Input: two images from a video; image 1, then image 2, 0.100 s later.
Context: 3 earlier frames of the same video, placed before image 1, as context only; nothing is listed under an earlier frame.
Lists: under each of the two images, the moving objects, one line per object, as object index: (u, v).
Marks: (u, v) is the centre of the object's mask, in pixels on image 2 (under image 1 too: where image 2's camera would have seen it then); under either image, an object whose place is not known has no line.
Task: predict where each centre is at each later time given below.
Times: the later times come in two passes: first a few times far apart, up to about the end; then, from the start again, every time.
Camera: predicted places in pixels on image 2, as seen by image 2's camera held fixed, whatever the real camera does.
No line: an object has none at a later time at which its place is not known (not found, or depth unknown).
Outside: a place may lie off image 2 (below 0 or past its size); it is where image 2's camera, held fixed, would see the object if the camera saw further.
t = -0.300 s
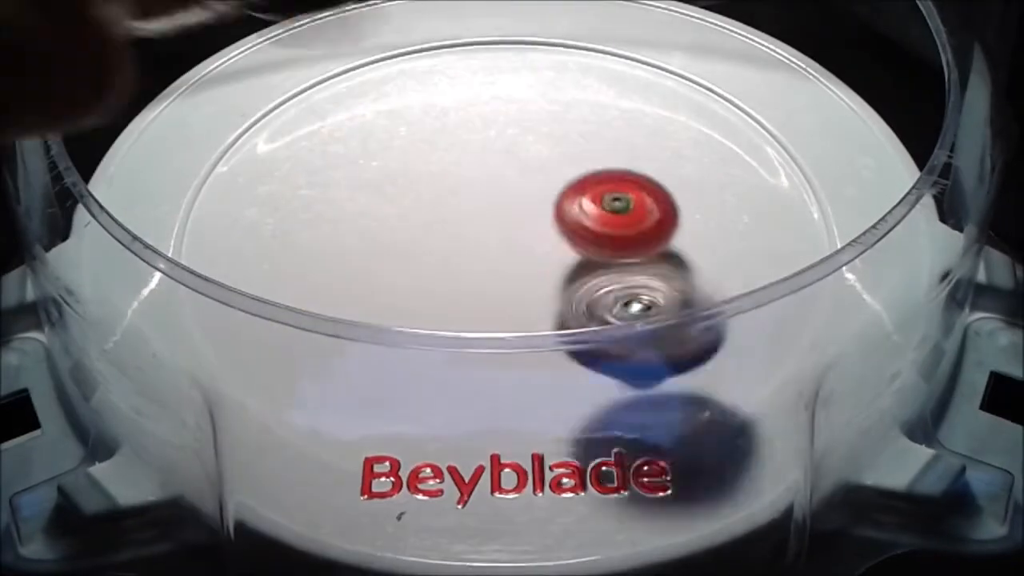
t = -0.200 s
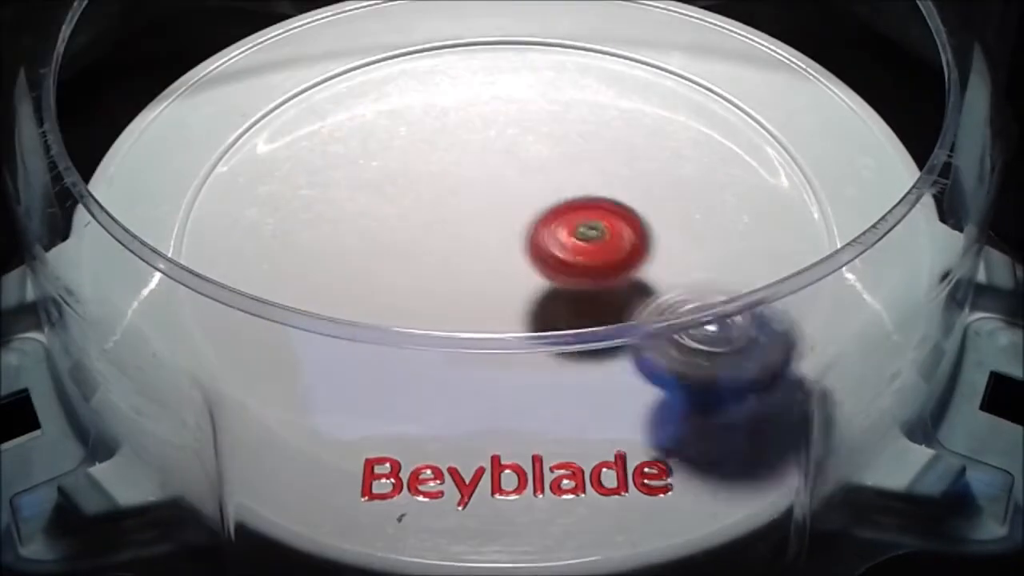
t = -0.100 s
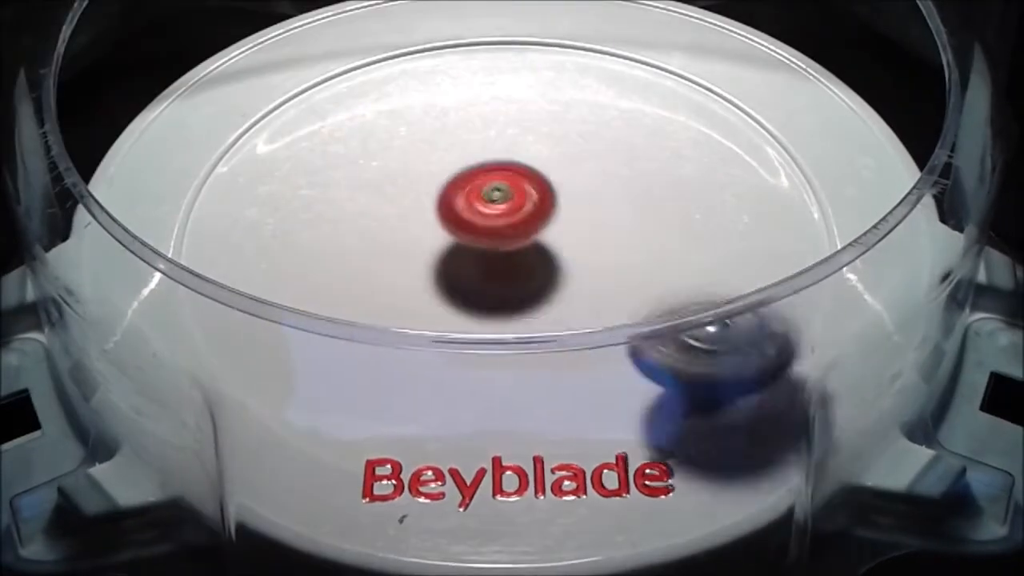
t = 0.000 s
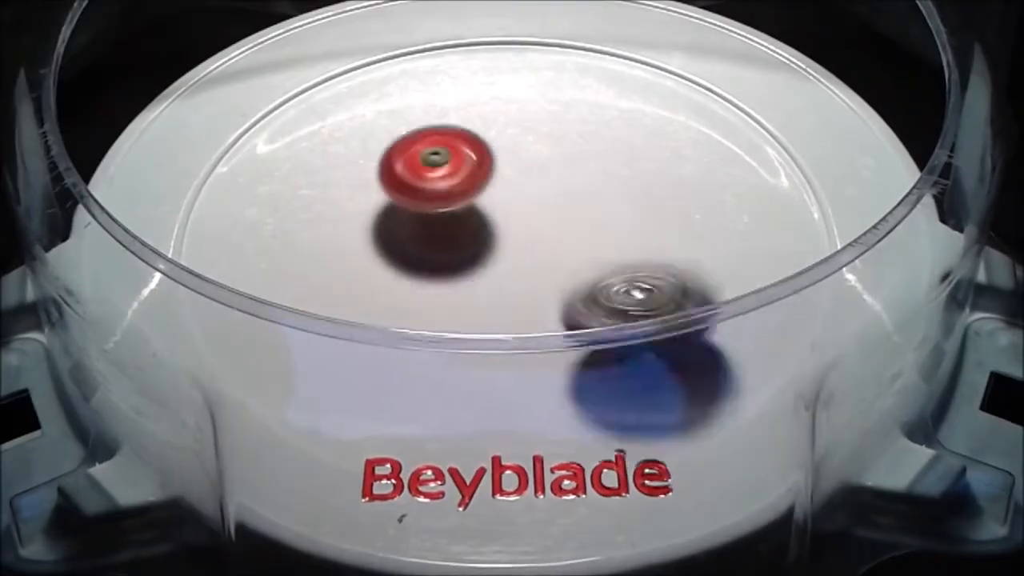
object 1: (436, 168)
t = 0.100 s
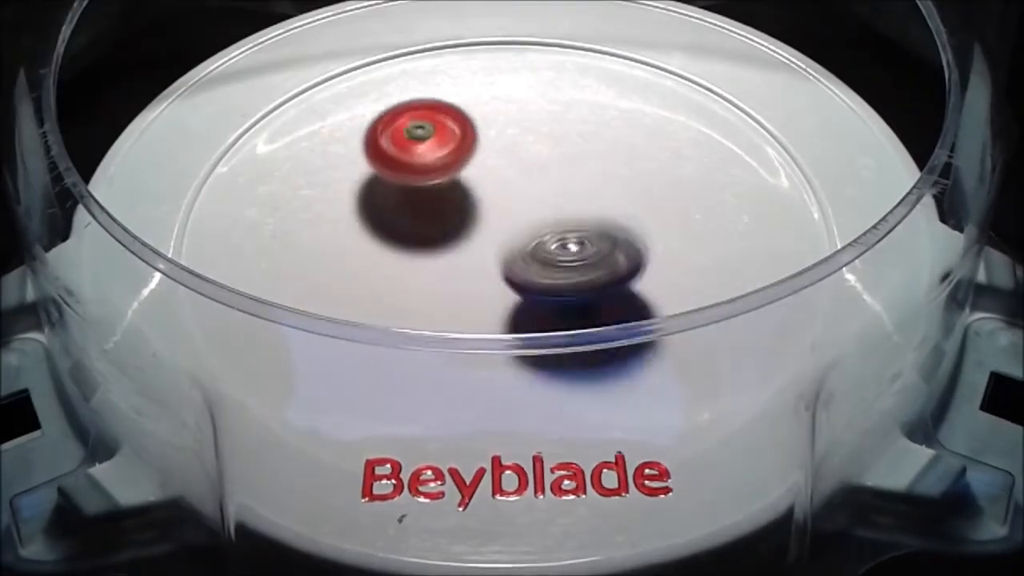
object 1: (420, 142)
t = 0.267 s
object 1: (416, 99)
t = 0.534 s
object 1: (411, 64)
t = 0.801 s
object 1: (470, 152)
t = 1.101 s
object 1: (379, 244)
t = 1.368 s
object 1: (340, 259)
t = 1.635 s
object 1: (378, 268)
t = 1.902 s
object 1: (441, 300)
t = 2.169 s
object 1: (506, 293)
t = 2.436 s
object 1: (572, 305)
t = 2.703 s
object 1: (570, 323)
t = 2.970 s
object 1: (558, 204)
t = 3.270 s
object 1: (616, 169)
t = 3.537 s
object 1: (537, 165)
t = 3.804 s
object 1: (541, 151)
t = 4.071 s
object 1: (499, 181)
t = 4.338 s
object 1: (497, 184)
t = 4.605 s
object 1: (527, 71)
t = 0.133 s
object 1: (424, 137)
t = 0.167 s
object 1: (432, 133)
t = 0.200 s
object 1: (443, 130)
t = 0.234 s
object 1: (437, 114)
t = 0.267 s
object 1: (416, 99)
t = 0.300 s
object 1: (402, 86)
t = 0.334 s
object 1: (396, 69)
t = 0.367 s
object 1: (393, 66)
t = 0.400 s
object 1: (394, 56)
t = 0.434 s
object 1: (397, 56)
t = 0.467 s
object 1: (401, 54)
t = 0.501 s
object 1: (406, 59)
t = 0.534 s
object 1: (411, 64)
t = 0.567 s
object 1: (418, 71)
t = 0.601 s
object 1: (425, 80)
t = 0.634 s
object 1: (433, 92)
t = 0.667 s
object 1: (442, 103)
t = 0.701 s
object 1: (451, 115)
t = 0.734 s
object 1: (458, 128)
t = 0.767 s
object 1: (465, 140)
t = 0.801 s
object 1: (470, 152)
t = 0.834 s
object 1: (475, 165)
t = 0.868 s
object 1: (478, 177)
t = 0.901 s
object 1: (479, 188)
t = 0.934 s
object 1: (479, 198)
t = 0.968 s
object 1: (478, 207)
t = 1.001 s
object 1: (448, 223)
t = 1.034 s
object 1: (421, 228)
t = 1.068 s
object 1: (397, 241)
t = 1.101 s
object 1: (379, 244)
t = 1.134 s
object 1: (364, 251)
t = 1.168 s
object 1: (353, 253)
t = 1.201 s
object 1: (345, 255)
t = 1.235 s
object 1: (338, 257)
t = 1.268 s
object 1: (337, 258)
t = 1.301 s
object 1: (337, 259)
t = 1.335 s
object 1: (338, 259)
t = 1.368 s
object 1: (340, 259)
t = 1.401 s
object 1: (343, 260)
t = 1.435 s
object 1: (347, 261)
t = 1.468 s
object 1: (351, 261)
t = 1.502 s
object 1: (356, 263)
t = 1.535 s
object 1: (361, 264)
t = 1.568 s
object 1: (366, 265)
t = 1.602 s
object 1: (372, 267)
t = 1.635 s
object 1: (378, 268)
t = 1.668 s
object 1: (385, 270)
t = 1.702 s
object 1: (393, 271)
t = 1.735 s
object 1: (400, 272)
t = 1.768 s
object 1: (405, 286)
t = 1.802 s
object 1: (413, 291)
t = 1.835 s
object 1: (422, 296)
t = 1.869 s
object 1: (432, 299)
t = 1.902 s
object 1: (441, 300)
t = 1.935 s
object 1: (450, 301)
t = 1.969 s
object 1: (458, 301)
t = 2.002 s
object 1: (467, 300)
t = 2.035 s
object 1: (475, 299)
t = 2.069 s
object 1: (483, 298)
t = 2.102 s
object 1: (491, 297)
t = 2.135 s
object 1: (498, 295)
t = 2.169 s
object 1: (506, 293)
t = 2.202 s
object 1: (514, 291)
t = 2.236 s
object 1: (521, 289)
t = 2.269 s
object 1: (529, 286)
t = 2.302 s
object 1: (536, 283)
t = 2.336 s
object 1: (543, 279)
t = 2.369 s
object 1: (550, 272)
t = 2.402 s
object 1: (560, 296)
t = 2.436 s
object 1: (572, 305)
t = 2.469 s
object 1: (583, 350)
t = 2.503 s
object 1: (587, 362)
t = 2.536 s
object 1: (592, 375)
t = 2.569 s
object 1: (590, 378)
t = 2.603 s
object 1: (585, 376)
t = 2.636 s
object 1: (580, 357)
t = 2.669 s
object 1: (573, 332)
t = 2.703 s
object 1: (570, 323)
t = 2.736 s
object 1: (563, 302)
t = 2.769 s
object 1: (557, 294)
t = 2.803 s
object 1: (553, 281)
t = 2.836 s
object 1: (548, 263)
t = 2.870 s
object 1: (543, 246)
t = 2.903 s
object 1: (543, 228)
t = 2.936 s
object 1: (543, 208)
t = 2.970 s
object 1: (558, 204)
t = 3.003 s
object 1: (579, 196)
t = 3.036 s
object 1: (597, 196)
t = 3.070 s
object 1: (607, 189)
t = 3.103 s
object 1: (616, 186)
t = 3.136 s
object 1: (621, 179)
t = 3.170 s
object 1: (623, 177)
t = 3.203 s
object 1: (623, 173)
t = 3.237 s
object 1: (622, 170)
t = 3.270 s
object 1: (616, 169)
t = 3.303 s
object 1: (611, 166)
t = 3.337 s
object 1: (603, 167)
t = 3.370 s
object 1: (593, 166)
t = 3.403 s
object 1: (583, 165)
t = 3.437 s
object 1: (572, 166)
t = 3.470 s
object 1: (560, 165)
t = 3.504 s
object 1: (550, 163)
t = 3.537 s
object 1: (537, 165)
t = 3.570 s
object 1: (525, 163)
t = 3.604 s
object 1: (521, 162)
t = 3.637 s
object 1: (536, 155)
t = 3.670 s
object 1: (544, 146)
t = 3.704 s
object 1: (551, 148)
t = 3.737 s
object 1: (550, 145)
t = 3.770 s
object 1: (547, 149)
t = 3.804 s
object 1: (541, 151)
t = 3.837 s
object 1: (535, 154)
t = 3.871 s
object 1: (530, 160)
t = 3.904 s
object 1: (524, 163)
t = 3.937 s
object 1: (519, 167)
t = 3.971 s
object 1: (513, 170)
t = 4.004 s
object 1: (509, 174)
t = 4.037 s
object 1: (503, 177)
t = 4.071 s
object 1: (499, 181)
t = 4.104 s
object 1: (494, 184)
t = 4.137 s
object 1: (492, 187)
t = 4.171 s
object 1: (495, 178)
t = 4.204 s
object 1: (496, 174)
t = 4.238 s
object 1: (498, 175)
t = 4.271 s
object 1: (498, 176)
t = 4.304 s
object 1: (498, 180)
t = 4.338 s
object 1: (497, 184)
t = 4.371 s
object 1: (498, 190)
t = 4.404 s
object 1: (496, 194)
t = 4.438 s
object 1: (496, 200)
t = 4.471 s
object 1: (495, 205)
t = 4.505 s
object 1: (495, 209)
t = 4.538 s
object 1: (505, 171)
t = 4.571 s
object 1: (515, 112)
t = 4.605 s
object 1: (527, 71)
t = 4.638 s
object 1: (539, 29)
